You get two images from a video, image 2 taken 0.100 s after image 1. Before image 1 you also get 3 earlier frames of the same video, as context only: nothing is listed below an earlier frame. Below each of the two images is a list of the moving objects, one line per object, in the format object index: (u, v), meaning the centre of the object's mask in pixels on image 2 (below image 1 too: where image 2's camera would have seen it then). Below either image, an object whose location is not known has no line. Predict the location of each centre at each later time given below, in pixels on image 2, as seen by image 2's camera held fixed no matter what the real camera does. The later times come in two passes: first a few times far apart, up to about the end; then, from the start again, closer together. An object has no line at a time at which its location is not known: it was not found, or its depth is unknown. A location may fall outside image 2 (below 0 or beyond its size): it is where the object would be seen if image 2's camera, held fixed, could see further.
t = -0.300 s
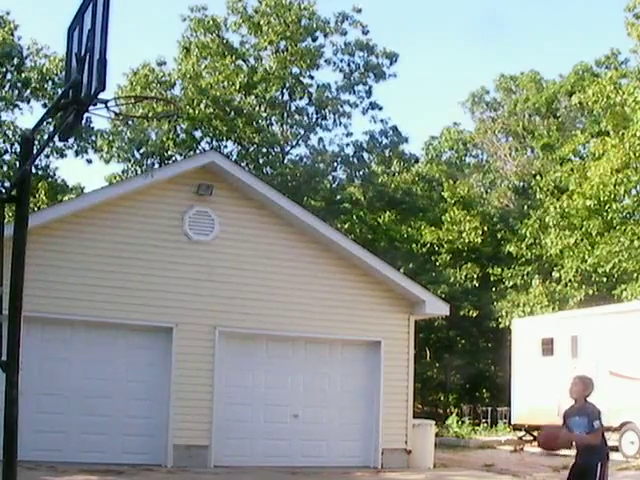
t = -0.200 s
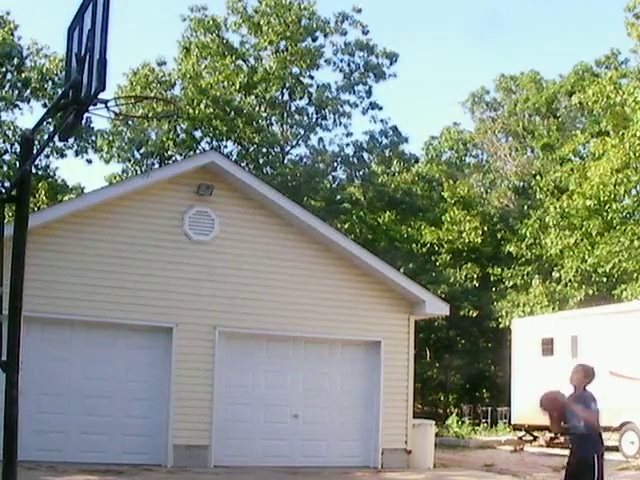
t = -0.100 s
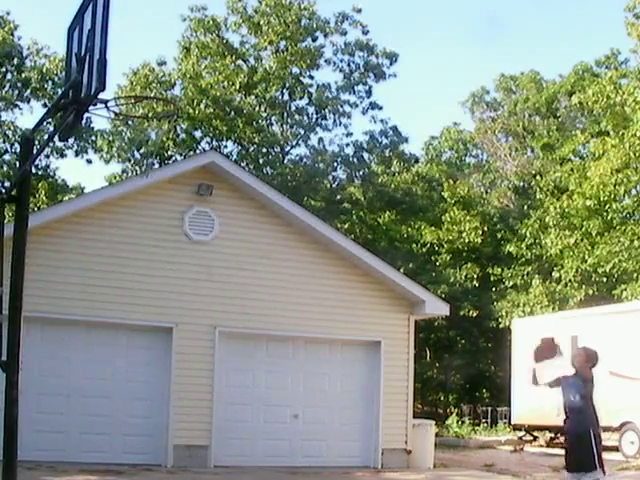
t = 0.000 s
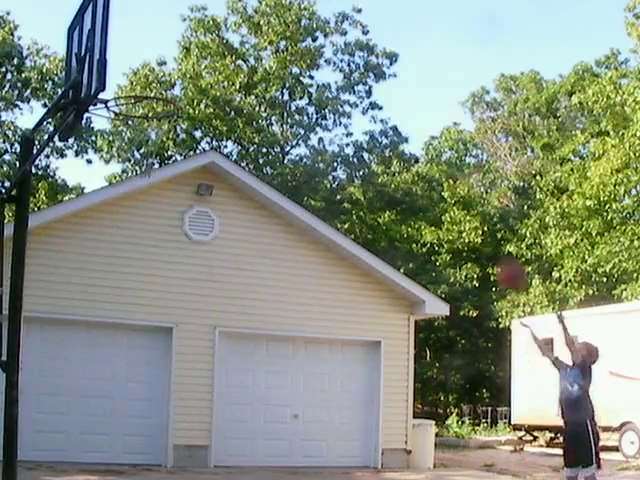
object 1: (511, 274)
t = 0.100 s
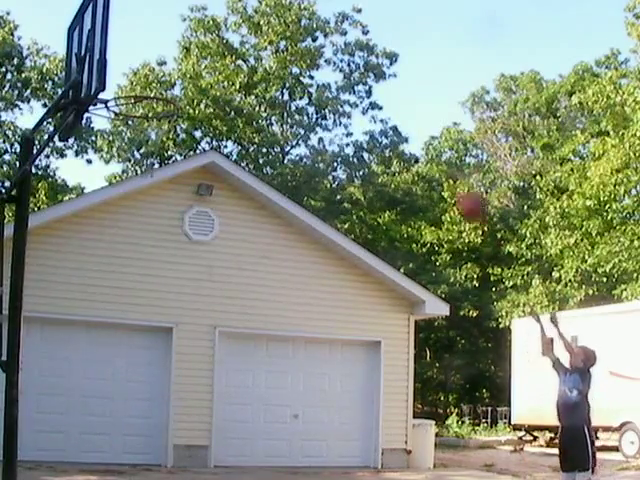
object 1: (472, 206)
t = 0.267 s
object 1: (405, 118)
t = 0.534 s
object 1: (290, 45)
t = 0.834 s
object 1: (142, 65)
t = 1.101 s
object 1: (129, 48)
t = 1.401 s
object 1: (162, 90)
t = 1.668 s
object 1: (129, 120)
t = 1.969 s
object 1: (142, 206)
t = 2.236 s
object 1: (147, 383)
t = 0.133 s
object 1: (459, 187)
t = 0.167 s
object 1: (446, 169)
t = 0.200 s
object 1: (433, 150)
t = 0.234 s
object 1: (418, 134)
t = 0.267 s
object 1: (405, 118)
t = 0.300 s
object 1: (390, 104)
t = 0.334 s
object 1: (377, 92)
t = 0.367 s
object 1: (364, 79)
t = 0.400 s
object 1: (349, 71)
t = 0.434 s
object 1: (333, 61)
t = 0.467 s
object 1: (318, 54)
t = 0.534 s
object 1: (290, 45)
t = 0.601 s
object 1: (258, 38)
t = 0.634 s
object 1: (242, 37)
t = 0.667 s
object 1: (228, 38)
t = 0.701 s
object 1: (211, 40)
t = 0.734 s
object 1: (193, 44)
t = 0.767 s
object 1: (177, 49)
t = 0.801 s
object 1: (159, 57)
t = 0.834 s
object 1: (142, 65)
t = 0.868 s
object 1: (124, 75)
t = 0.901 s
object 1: (112, 87)
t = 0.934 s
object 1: (109, 78)
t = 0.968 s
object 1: (113, 68)
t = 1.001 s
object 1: (117, 61)
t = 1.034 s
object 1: (120, 55)
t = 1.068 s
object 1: (124, 51)
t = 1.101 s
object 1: (129, 48)
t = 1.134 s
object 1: (133, 47)
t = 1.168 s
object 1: (137, 48)
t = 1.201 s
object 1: (141, 49)
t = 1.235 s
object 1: (145, 53)
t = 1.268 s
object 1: (149, 58)
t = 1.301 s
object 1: (152, 64)
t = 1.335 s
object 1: (155, 71)
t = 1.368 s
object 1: (159, 79)
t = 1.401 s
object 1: (162, 90)
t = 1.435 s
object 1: (162, 99)
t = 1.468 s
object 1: (157, 98)
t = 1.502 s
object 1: (149, 99)
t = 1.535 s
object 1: (142, 102)
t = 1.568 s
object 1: (134, 105)
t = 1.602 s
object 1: (127, 111)
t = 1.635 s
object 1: (127, 114)
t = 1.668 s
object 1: (129, 120)
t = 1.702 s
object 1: (131, 128)
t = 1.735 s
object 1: (132, 133)
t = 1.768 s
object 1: (136, 142)
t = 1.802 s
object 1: (138, 149)
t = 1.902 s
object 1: (140, 179)
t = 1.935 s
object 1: (141, 192)
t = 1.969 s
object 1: (142, 206)
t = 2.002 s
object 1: (142, 222)
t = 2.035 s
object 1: (144, 240)
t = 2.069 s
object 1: (144, 259)
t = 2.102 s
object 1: (145, 280)
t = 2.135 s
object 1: (145, 304)
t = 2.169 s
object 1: (145, 327)
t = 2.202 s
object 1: (146, 355)
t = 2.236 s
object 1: (147, 383)
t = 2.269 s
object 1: (147, 412)
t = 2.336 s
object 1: (147, 469)
